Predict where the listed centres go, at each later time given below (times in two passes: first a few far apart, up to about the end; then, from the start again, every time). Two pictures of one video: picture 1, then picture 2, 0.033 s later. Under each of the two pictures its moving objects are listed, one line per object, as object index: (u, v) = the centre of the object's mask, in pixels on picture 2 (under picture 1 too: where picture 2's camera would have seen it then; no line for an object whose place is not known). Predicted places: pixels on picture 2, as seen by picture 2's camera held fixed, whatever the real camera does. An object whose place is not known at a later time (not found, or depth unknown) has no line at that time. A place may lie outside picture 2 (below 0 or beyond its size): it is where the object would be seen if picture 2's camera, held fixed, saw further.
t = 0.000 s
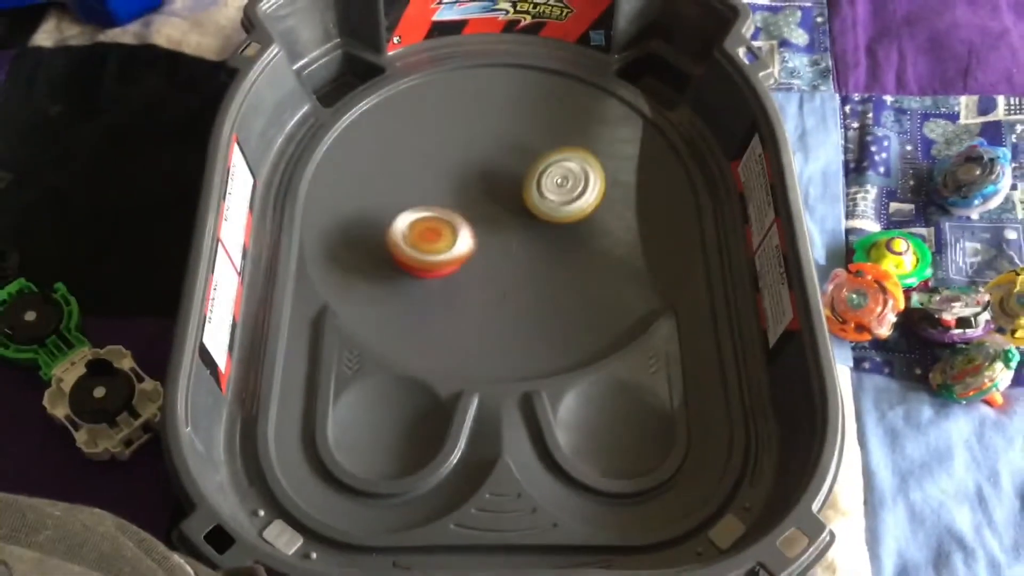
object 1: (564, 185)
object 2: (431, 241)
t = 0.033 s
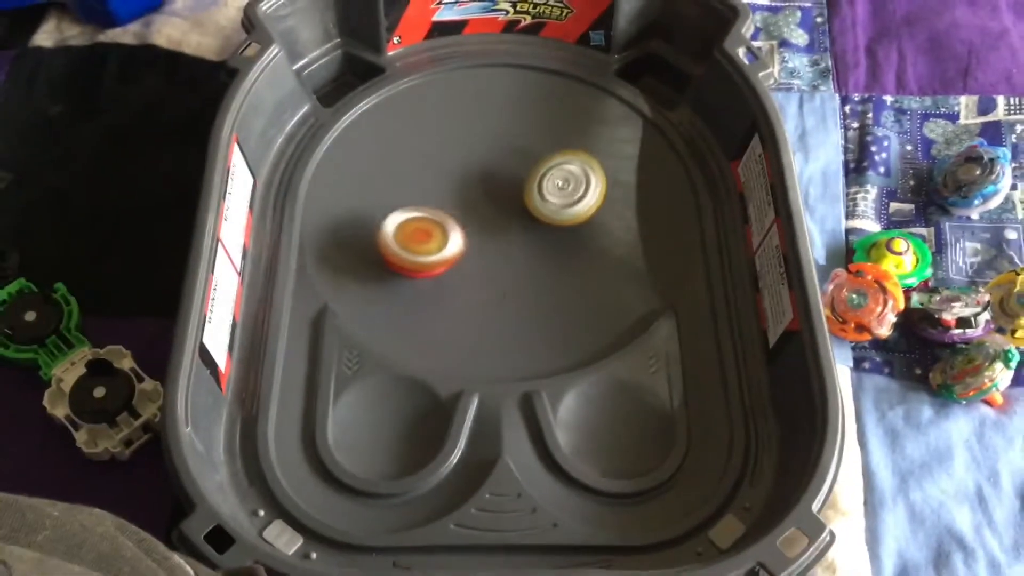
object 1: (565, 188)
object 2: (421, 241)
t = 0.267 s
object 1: (566, 209)
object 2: (395, 250)
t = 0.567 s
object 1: (553, 232)
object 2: (457, 186)
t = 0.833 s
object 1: (535, 246)
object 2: (483, 110)
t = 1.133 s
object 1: (505, 252)
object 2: (481, 110)
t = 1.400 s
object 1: (483, 240)
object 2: (557, 173)
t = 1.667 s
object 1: (474, 215)
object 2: (627, 196)
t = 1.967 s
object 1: (479, 184)
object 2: (594, 211)
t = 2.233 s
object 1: (497, 164)
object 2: (513, 257)
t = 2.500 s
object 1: (521, 160)
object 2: (479, 280)
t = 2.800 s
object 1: (545, 170)
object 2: (464, 221)
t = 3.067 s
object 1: (555, 190)
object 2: (440, 160)
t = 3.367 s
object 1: (551, 216)
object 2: (456, 145)
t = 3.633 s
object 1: (535, 232)
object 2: (533, 150)
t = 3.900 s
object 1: (511, 238)
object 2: (581, 153)
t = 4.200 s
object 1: (484, 226)
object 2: (571, 196)
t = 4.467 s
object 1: (467, 202)
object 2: (589, 243)
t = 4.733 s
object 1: (474, 188)
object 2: (565, 239)
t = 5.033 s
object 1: (504, 162)
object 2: (493, 247)
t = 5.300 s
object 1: (547, 149)
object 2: (469, 240)
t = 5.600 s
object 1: (575, 156)
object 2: (473, 190)
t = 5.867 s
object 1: (576, 183)
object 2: (489, 149)
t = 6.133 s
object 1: (554, 218)
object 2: (511, 145)
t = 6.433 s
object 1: (504, 248)
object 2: (553, 173)
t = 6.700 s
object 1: (459, 248)
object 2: (575, 177)
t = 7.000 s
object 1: (438, 224)
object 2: (540, 210)
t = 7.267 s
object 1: (449, 190)
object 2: (526, 250)
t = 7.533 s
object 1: (488, 164)
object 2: (536, 247)
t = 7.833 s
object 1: (542, 148)
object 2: (515, 214)
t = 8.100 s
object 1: (563, 161)
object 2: (491, 195)
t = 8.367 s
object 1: (563, 195)
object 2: (483, 177)
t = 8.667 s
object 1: (545, 242)
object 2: (489, 168)
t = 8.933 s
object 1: (505, 266)
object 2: (514, 183)
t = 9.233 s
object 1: (460, 254)
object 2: (543, 207)
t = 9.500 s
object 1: (449, 218)
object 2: (542, 219)
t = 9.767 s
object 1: (469, 175)
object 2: (534, 220)
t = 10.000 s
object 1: (503, 147)
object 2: (534, 217)
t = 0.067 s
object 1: (566, 191)
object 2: (411, 243)
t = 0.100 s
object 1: (567, 194)
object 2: (404, 244)
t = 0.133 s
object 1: (567, 197)
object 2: (397, 245)
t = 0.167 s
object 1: (567, 200)
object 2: (392, 247)
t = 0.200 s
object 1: (567, 203)
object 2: (390, 249)
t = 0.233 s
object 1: (566, 206)
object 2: (391, 250)
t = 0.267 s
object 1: (566, 209)
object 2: (395, 250)
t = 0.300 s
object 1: (565, 212)
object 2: (401, 249)
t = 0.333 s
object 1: (564, 215)
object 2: (407, 246)
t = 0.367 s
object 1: (563, 218)
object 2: (415, 240)
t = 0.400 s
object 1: (562, 220)
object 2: (423, 233)
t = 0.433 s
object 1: (561, 223)
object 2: (431, 224)
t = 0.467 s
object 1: (559, 225)
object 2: (438, 216)
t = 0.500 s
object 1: (557, 228)
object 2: (445, 205)
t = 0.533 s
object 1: (555, 230)
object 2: (451, 195)
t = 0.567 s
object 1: (553, 232)
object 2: (457, 186)
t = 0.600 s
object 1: (551, 234)
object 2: (462, 176)
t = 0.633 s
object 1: (549, 236)
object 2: (467, 166)
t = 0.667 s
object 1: (547, 238)
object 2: (472, 155)
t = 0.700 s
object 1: (545, 240)
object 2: (476, 145)
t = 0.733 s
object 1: (543, 242)
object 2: (479, 135)
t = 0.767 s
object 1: (540, 243)
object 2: (481, 126)
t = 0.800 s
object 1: (538, 245)
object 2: (483, 117)
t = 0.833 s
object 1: (535, 246)
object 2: (483, 110)
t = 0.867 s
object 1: (532, 247)
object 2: (482, 103)
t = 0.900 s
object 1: (529, 248)
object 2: (481, 98)
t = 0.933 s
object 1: (526, 249)
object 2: (479, 94)
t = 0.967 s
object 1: (523, 250)
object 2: (477, 92)
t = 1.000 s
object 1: (520, 251)
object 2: (475, 92)
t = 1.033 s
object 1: (516, 252)
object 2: (475, 93)
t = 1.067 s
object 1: (513, 252)
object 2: (475, 98)
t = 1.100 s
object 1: (509, 253)
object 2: (477, 103)
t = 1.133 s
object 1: (505, 252)
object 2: (481, 110)
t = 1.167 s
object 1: (502, 252)
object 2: (486, 118)
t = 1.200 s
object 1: (499, 251)
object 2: (494, 127)
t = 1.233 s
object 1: (495, 250)
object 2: (502, 136)
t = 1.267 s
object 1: (492, 249)
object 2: (512, 145)
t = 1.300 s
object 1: (489, 247)
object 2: (523, 153)
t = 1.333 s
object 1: (487, 245)
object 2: (535, 160)
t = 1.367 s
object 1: (484, 243)
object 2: (546, 166)
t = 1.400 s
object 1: (483, 240)
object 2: (557, 173)
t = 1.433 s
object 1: (481, 237)
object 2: (567, 177)
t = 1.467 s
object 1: (480, 234)
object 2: (577, 181)
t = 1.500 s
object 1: (478, 231)
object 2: (586, 185)
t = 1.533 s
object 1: (477, 228)
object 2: (596, 189)
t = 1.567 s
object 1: (476, 225)
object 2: (605, 191)
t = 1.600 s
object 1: (475, 222)
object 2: (613, 194)
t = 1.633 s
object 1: (474, 218)
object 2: (620, 195)
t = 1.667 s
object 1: (474, 215)
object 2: (627, 196)
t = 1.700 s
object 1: (474, 211)
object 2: (631, 196)
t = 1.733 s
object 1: (474, 208)
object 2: (633, 196)
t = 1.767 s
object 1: (474, 204)
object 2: (633, 196)
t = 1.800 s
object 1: (474, 200)
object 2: (631, 196)
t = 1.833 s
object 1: (475, 197)
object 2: (628, 198)
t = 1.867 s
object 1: (476, 193)
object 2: (623, 199)
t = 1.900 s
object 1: (477, 190)
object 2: (615, 203)
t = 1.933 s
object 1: (478, 187)
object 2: (605, 206)
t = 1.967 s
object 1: (479, 184)
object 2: (594, 211)
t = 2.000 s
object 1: (481, 180)
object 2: (583, 216)
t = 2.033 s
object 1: (483, 178)
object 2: (571, 223)
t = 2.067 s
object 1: (485, 175)
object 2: (561, 228)
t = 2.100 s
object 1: (487, 172)
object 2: (551, 234)
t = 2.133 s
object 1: (489, 170)
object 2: (541, 240)
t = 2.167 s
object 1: (492, 168)
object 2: (531, 246)
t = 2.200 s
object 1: (495, 166)
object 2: (522, 252)
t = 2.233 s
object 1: (497, 164)
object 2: (513, 257)
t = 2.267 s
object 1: (500, 163)
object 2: (505, 263)
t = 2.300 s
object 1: (503, 162)
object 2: (498, 267)
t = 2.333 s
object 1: (506, 161)
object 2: (492, 271)
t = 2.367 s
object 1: (509, 160)
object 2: (488, 275)
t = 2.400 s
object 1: (512, 160)
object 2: (483, 278)
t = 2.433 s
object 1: (515, 160)
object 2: (480, 279)
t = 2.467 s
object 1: (518, 159)
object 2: (479, 280)
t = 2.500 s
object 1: (521, 160)
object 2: (479, 280)
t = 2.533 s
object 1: (524, 160)
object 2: (478, 279)
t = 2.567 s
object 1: (527, 161)
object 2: (477, 275)
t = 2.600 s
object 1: (530, 162)
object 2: (477, 270)
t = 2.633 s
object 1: (532, 162)
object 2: (476, 264)
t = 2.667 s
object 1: (535, 164)
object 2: (474, 257)
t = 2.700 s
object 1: (537, 165)
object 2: (472, 249)
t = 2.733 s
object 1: (540, 167)
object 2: (470, 240)
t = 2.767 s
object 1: (543, 168)
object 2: (467, 230)
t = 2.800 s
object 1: (545, 170)
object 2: (464, 221)
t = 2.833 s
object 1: (547, 173)
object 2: (461, 213)
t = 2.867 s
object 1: (549, 175)
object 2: (457, 204)
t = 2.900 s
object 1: (551, 177)
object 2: (454, 195)
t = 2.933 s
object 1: (552, 180)
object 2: (451, 187)
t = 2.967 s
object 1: (553, 182)
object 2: (449, 179)
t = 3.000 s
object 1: (554, 185)
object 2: (446, 172)
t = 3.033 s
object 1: (555, 188)
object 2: (443, 165)
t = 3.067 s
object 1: (555, 190)
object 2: (440, 160)
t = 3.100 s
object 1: (556, 193)
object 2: (438, 155)
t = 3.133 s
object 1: (556, 196)
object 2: (437, 150)
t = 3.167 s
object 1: (556, 199)
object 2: (436, 147)
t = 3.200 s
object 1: (556, 203)
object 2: (437, 145)
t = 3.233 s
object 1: (555, 205)
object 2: (438, 144)
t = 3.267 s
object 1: (554, 208)
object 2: (440, 144)
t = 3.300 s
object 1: (554, 211)
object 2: (444, 144)
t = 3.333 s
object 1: (552, 213)
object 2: (449, 144)
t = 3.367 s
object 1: (551, 216)
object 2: (456, 145)
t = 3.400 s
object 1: (550, 218)
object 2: (464, 146)
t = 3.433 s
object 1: (548, 220)
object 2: (473, 147)
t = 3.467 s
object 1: (547, 223)
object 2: (482, 148)
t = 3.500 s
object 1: (544, 225)
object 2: (492, 149)
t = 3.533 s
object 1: (542, 227)
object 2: (502, 149)
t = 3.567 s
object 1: (540, 229)
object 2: (512, 149)
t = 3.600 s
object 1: (538, 231)
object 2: (523, 150)
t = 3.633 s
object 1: (535, 232)
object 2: (533, 150)
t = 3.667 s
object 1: (533, 234)
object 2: (541, 150)
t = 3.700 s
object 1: (530, 235)
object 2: (550, 150)
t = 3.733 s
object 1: (527, 236)
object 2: (557, 150)
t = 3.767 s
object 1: (524, 237)
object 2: (564, 151)
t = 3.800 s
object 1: (521, 237)
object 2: (570, 150)
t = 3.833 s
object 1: (518, 238)
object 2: (575, 151)
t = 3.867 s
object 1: (515, 238)
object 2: (579, 151)
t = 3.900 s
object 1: (511, 238)
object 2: (581, 153)
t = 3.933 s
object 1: (508, 237)
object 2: (583, 155)
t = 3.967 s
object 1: (505, 237)
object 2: (584, 157)
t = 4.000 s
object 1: (502, 236)
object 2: (584, 161)
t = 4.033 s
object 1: (499, 235)
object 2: (583, 165)
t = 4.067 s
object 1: (495, 234)
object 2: (581, 170)
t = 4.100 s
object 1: (492, 232)
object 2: (579, 176)
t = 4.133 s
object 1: (489, 230)
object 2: (576, 183)
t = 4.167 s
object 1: (487, 229)
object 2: (574, 189)
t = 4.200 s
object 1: (484, 226)
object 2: (571, 196)
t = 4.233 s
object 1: (480, 224)
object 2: (567, 204)
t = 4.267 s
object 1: (477, 222)
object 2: (566, 211)
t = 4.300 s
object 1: (474, 217)
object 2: (568, 219)
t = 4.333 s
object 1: (471, 213)
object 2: (573, 226)
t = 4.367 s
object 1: (469, 209)
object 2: (578, 232)
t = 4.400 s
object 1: (468, 207)
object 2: (582, 237)
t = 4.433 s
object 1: (467, 204)
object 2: (586, 240)
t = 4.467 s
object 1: (467, 202)
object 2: (589, 243)
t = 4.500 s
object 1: (467, 200)
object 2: (590, 244)
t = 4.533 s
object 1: (467, 199)
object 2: (591, 245)
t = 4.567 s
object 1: (468, 197)
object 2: (590, 245)
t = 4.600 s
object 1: (469, 195)
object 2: (588, 244)
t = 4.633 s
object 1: (470, 193)
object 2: (585, 243)
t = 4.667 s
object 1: (471, 191)
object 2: (580, 242)
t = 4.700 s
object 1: (473, 190)
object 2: (573, 241)
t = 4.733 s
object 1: (474, 188)
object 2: (565, 239)
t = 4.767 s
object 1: (476, 186)
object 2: (556, 237)
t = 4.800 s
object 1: (478, 184)
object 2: (547, 235)
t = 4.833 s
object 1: (480, 182)
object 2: (537, 234)
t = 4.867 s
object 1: (481, 179)
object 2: (527, 235)
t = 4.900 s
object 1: (484, 174)
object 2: (519, 238)
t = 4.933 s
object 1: (488, 171)
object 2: (512, 241)
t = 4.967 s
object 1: (494, 168)
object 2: (505, 243)
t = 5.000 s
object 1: (499, 165)
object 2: (499, 245)
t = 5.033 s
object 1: (504, 162)
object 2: (493, 247)
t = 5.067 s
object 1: (510, 159)
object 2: (488, 248)
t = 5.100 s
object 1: (516, 157)
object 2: (483, 249)
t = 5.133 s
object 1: (521, 156)
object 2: (479, 249)
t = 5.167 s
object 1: (526, 154)
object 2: (476, 249)
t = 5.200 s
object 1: (532, 152)
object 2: (474, 247)
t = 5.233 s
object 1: (537, 151)
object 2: (472, 246)
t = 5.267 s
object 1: (543, 150)
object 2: (471, 243)
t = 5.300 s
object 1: (547, 149)
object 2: (469, 240)
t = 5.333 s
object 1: (551, 149)
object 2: (468, 237)
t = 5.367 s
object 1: (556, 149)
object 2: (468, 232)
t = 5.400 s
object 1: (560, 148)
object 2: (468, 227)
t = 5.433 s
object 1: (563, 149)
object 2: (468, 221)
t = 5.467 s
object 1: (566, 150)
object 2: (469, 215)
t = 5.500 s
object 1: (569, 151)
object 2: (470, 209)
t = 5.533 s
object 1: (571, 152)
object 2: (471, 203)
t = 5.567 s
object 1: (574, 154)
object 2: (472, 197)
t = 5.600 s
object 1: (575, 156)
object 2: (473, 190)
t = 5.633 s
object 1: (577, 158)
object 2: (475, 184)
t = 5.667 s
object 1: (578, 161)
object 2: (477, 178)
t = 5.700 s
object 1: (579, 164)
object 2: (479, 173)
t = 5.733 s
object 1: (579, 167)
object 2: (481, 167)
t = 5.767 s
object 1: (579, 170)
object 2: (482, 162)
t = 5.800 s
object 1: (579, 174)
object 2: (485, 157)
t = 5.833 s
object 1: (578, 178)
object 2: (487, 153)
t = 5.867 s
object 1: (576, 183)
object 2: (489, 149)
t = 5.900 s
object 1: (575, 187)
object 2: (491, 146)
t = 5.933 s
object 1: (573, 192)
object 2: (493, 144)
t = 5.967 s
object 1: (571, 196)
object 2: (495, 142)
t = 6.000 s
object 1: (568, 201)
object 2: (498, 142)
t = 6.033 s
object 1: (565, 205)
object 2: (500, 142)
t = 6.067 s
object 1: (562, 210)
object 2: (504, 143)
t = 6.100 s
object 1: (558, 215)
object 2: (507, 144)
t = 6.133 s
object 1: (554, 218)
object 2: (511, 145)
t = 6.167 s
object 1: (549, 223)
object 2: (515, 147)
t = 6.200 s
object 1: (545, 227)
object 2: (519, 150)
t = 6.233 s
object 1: (540, 230)
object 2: (523, 153)
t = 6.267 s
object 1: (535, 234)
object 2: (527, 158)
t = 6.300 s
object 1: (529, 237)
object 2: (531, 162)
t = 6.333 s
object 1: (524, 240)
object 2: (536, 167)
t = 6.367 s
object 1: (518, 243)
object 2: (541, 172)
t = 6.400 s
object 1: (511, 246)
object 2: (547, 174)
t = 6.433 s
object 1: (504, 248)
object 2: (553, 173)
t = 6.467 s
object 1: (498, 249)
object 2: (559, 173)
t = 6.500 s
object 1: (492, 251)
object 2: (565, 173)
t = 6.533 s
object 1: (486, 251)
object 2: (569, 174)
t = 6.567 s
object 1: (480, 251)
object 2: (573, 174)
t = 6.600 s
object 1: (475, 251)
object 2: (575, 175)
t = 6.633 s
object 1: (470, 251)
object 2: (576, 175)
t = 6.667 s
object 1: (464, 250)
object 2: (576, 176)
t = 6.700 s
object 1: (459, 248)
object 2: (575, 177)
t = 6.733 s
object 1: (455, 246)
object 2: (574, 179)
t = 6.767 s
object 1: (451, 244)
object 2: (572, 182)
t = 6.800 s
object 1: (448, 242)
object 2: (570, 185)
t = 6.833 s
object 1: (445, 239)
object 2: (565, 188)
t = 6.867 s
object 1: (443, 237)
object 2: (560, 192)
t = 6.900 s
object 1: (440, 234)
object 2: (555, 197)
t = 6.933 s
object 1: (439, 231)
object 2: (550, 201)
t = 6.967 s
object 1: (438, 228)
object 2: (545, 205)
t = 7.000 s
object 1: (438, 224)
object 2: (540, 210)
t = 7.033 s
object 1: (437, 220)
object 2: (534, 215)
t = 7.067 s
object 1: (437, 217)
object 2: (528, 219)
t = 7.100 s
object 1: (437, 212)
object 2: (522, 224)
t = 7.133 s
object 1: (438, 207)
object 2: (519, 230)
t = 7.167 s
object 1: (440, 202)
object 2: (519, 234)
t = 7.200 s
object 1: (442, 198)
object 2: (521, 239)
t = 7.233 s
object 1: (445, 194)
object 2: (523, 245)
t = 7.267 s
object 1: (449, 190)
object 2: (526, 250)
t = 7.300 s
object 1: (452, 186)
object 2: (528, 252)
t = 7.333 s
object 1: (456, 182)
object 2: (530, 254)
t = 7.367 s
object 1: (461, 179)
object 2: (531, 255)
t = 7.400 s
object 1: (466, 175)
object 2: (533, 255)
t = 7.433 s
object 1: (471, 172)
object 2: (536, 254)
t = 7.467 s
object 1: (476, 169)
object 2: (537, 252)
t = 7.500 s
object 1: (482, 166)
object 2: (536, 250)
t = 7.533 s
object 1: (488, 164)
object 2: (536, 247)
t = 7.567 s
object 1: (494, 162)
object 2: (536, 244)
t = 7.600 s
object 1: (500, 160)
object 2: (535, 240)
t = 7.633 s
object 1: (505, 159)
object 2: (532, 236)
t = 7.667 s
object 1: (511, 158)
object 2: (531, 231)
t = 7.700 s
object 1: (517, 156)
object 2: (529, 225)
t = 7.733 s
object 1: (523, 155)
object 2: (526, 220)
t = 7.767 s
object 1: (531, 151)
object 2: (523, 217)
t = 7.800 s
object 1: (537, 148)
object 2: (518, 217)
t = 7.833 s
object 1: (542, 148)
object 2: (515, 214)
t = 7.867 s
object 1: (547, 147)
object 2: (512, 212)
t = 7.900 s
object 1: (550, 148)
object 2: (507, 210)
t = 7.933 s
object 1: (553, 149)
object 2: (504, 209)
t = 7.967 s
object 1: (555, 151)
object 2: (501, 206)
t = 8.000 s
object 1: (557, 153)
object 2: (498, 203)
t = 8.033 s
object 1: (559, 155)
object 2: (495, 201)
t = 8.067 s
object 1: (561, 158)
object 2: (493, 198)
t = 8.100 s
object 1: (563, 161)
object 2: (491, 195)
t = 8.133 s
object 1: (564, 164)
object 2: (489, 192)
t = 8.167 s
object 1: (564, 168)
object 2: (487, 190)
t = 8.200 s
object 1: (565, 172)
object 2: (487, 187)
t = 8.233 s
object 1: (565, 176)
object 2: (485, 184)
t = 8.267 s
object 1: (565, 180)
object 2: (484, 182)
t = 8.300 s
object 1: (565, 185)
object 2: (484, 180)
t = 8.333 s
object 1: (564, 190)
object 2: (484, 178)
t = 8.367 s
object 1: (563, 195)
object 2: (483, 177)
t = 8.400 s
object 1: (561, 199)
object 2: (484, 175)
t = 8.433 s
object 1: (559, 204)
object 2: (486, 174)
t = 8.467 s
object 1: (558, 210)
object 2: (485, 172)
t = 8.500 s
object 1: (558, 216)
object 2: (484, 171)
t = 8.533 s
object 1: (557, 221)
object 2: (485, 169)
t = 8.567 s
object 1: (555, 226)
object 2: (485, 168)
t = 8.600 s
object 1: (552, 232)
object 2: (486, 168)
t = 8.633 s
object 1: (549, 237)
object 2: (488, 169)
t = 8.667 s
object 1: (545, 242)
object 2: (489, 168)
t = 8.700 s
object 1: (541, 246)
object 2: (491, 170)
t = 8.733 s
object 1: (536, 251)
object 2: (495, 171)
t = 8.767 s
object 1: (531, 254)
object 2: (497, 172)
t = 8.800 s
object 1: (526, 257)
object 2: (499, 175)
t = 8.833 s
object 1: (521, 260)
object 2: (504, 177)
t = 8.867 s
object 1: (516, 263)
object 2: (507, 178)
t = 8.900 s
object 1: (510, 265)
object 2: (510, 181)
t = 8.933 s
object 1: (505, 266)
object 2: (514, 183)
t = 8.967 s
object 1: (499, 267)
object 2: (518, 185)
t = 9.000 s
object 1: (493, 267)
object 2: (521, 189)
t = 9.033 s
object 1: (488, 267)
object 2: (526, 192)
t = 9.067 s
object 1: (483, 266)
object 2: (529, 194)
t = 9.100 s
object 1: (478, 264)
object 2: (532, 197)
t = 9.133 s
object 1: (473, 263)
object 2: (536, 200)
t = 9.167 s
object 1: (468, 260)
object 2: (538, 201)
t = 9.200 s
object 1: (464, 257)
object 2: (540, 205)
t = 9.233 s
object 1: (460, 254)
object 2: (543, 207)
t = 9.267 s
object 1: (457, 251)
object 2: (544, 209)
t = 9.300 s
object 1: (455, 247)
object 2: (544, 212)
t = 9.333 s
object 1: (452, 242)
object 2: (546, 213)
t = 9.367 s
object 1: (451, 238)
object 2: (546, 214)
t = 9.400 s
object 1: (450, 233)
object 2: (545, 216)
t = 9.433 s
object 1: (449, 229)
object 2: (545, 217)
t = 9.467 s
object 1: (449, 224)
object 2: (544, 218)
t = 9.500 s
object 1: (449, 218)
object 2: (542, 219)
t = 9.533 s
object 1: (450, 213)
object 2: (542, 219)
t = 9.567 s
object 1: (452, 208)
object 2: (539, 219)
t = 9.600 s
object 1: (454, 203)
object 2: (537, 220)
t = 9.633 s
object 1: (457, 198)
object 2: (536, 218)
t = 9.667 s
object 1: (459, 192)
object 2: (535, 219)
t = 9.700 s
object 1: (462, 187)
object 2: (534, 219)
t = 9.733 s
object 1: (465, 181)
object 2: (533, 218)
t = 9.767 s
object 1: (469, 175)
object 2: (534, 220)
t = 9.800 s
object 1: (473, 169)
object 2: (535, 221)
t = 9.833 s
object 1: (477, 165)
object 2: (534, 220)
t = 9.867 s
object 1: (482, 160)
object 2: (536, 221)
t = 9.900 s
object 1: (487, 157)
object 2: (536, 220)
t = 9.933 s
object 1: (492, 153)
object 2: (535, 219)
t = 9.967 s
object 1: (497, 149)
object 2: (536, 218)
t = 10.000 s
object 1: (503, 147)
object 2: (534, 217)
